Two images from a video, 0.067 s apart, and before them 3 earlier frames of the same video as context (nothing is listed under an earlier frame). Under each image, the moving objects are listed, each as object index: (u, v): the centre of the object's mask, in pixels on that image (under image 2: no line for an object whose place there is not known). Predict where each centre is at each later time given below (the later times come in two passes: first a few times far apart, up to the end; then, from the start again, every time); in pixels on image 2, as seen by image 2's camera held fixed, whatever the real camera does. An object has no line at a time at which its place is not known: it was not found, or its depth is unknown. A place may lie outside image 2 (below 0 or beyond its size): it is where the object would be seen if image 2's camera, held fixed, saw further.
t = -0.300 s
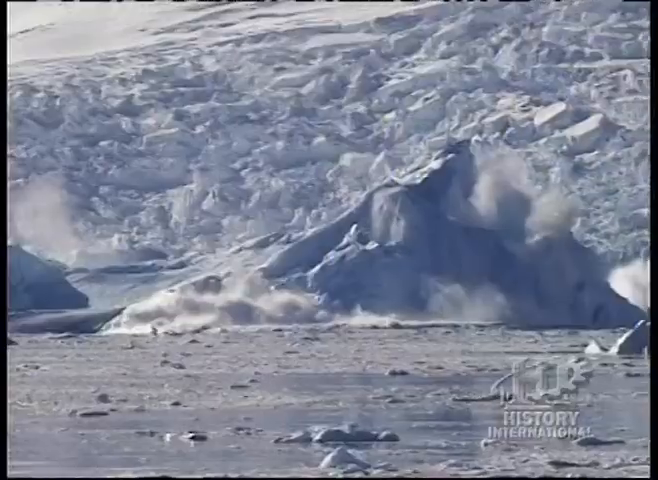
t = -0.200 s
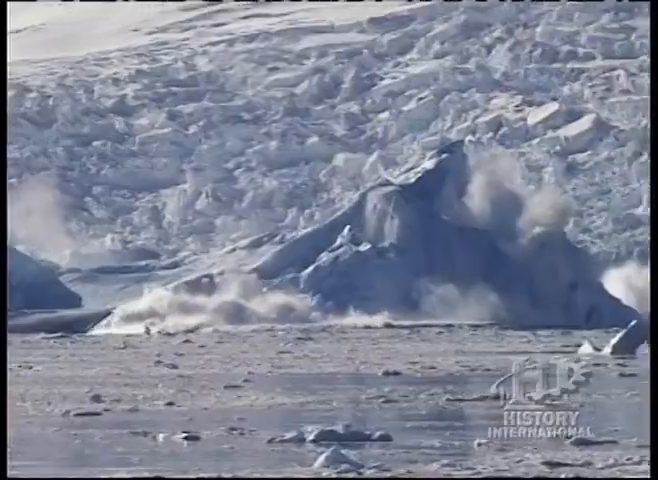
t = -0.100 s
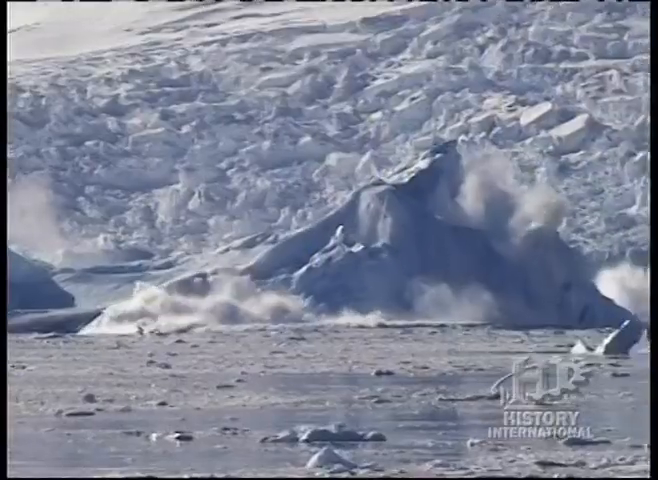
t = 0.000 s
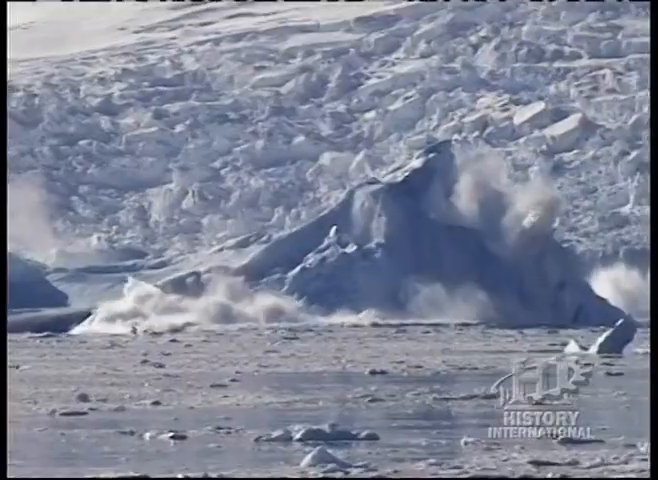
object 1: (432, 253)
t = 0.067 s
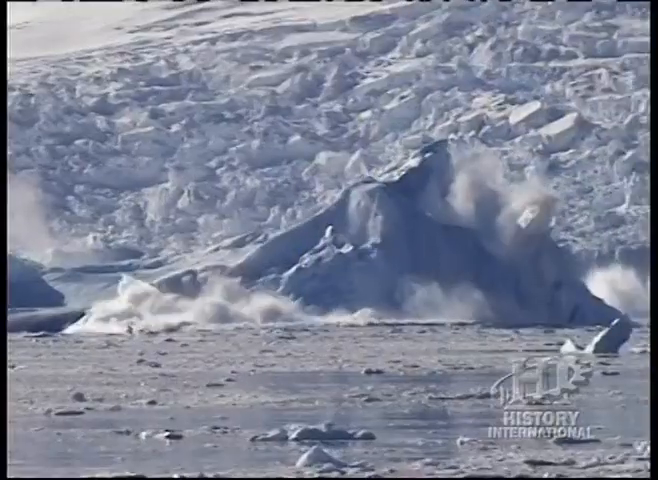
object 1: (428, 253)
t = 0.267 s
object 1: (427, 252)
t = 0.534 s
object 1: (429, 251)
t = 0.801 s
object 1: (429, 250)
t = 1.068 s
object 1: (414, 252)
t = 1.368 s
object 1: (420, 248)
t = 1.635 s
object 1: (423, 247)
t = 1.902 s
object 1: (424, 247)
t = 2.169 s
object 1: (427, 248)
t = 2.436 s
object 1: (431, 248)
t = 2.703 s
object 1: (435, 248)
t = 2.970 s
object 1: (440, 249)
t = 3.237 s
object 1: (441, 249)
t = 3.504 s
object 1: (444, 249)
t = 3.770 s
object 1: (442, 249)
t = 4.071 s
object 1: (444, 249)
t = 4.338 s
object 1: (445, 250)
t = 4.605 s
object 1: (446, 250)
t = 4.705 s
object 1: (449, 250)
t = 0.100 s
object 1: (427, 253)
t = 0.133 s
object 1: (427, 253)
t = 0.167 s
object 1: (427, 253)
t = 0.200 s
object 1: (427, 253)
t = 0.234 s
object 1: (427, 253)
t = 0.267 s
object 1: (427, 252)
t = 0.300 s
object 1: (427, 252)
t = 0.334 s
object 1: (427, 252)
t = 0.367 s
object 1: (428, 252)
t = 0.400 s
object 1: (428, 251)
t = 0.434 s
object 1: (429, 251)
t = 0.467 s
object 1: (429, 251)
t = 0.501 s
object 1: (429, 251)
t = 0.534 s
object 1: (429, 251)
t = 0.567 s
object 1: (429, 250)
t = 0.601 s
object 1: (427, 251)
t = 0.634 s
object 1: (427, 251)
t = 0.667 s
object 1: (429, 251)
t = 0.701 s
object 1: (429, 250)
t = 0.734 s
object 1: (430, 250)
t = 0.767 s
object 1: (430, 250)
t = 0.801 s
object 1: (429, 250)
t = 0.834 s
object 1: (429, 250)
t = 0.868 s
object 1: (430, 250)
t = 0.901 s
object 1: (430, 250)
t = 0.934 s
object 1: (416, 251)
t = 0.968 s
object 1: (414, 251)
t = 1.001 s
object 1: (415, 251)
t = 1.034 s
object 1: (414, 251)
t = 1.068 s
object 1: (414, 252)
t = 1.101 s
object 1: (414, 251)
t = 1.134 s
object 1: (414, 251)
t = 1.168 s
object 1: (416, 250)
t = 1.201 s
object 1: (417, 250)
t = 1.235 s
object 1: (418, 250)
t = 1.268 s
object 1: (419, 249)
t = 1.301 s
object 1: (420, 249)
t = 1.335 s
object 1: (420, 249)
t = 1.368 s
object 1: (420, 248)
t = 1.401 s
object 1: (421, 248)
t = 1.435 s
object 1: (420, 248)
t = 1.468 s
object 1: (421, 248)
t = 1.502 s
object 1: (421, 247)
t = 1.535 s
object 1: (421, 247)
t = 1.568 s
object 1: (421, 248)
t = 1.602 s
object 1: (422, 247)
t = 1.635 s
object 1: (423, 247)
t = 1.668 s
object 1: (423, 247)
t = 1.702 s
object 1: (423, 247)
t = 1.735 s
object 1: (423, 247)
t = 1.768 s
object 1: (424, 247)
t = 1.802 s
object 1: (423, 248)
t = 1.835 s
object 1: (424, 248)
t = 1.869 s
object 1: (424, 247)
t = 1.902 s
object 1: (424, 247)
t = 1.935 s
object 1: (424, 248)
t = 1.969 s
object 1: (426, 247)
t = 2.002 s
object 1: (426, 248)
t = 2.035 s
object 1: (426, 248)
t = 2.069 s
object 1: (426, 248)
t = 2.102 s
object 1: (426, 248)
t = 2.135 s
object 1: (427, 248)
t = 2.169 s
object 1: (427, 248)
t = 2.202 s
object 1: (428, 248)
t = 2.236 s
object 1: (429, 248)
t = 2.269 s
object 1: (429, 248)
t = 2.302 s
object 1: (430, 248)
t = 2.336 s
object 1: (431, 248)
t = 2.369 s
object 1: (431, 248)
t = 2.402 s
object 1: (431, 247)
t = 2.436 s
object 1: (431, 248)
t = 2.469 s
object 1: (431, 248)
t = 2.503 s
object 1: (431, 248)
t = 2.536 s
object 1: (432, 248)
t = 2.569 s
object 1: (433, 248)
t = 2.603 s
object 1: (433, 248)
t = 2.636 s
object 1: (433, 248)
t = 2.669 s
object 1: (434, 248)
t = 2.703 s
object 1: (435, 248)
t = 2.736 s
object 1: (436, 248)
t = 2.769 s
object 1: (436, 249)
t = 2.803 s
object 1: (436, 249)
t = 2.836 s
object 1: (437, 249)
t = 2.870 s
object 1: (437, 249)
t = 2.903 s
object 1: (438, 249)
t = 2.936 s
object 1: (439, 249)
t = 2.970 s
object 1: (440, 249)
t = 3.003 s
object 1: (440, 249)
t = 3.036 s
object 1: (440, 248)
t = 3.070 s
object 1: (440, 249)
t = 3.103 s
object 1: (441, 248)
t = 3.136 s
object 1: (441, 248)
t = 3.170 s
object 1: (440, 249)
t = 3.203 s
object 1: (441, 249)
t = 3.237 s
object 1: (441, 249)
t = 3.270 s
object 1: (441, 249)
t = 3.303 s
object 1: (442, 249)
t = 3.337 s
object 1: (443, 249)
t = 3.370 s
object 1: (443, 249)
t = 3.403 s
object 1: (443, 249)
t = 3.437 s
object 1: (443, 249)
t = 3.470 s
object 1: (443, 249)
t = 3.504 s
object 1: (444, 249)
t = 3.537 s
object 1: (443, 249)
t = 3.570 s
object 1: (444, 249)
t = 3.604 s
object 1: (443, 249)
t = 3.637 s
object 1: (443, 249)
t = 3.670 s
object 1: (442, 249)
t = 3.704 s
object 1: (443, 249)
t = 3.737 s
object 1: (443, 249)
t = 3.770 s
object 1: (442, 249)
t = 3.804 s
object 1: (442, 249)
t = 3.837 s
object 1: (442, 249)
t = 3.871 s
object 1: (442, 249)
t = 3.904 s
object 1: (443, 249)
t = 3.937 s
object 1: (444, 249)
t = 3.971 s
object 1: (444, 249)
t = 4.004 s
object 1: (445, 249)
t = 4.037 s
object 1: (445, 249)
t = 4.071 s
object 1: (444, 249)
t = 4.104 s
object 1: (444, 249)
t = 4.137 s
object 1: (444, 250)
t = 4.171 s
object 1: (445, 249)
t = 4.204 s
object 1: (446, 249)
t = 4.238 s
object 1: (446, 249)
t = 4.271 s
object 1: (445, 250)
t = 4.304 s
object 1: (445, 249)
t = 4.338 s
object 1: (445, 250)
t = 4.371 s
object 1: (444, 250)
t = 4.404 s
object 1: (444, 250)
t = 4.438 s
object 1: (445, 250)
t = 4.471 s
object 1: (444, 250)
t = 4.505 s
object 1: (445, 250)
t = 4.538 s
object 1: (446, 250)
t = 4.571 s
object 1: (446, 250)
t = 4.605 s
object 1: (446, 250)
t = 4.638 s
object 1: (447, 250)
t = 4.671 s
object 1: (448, 250)
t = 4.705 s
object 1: (449, 250)
